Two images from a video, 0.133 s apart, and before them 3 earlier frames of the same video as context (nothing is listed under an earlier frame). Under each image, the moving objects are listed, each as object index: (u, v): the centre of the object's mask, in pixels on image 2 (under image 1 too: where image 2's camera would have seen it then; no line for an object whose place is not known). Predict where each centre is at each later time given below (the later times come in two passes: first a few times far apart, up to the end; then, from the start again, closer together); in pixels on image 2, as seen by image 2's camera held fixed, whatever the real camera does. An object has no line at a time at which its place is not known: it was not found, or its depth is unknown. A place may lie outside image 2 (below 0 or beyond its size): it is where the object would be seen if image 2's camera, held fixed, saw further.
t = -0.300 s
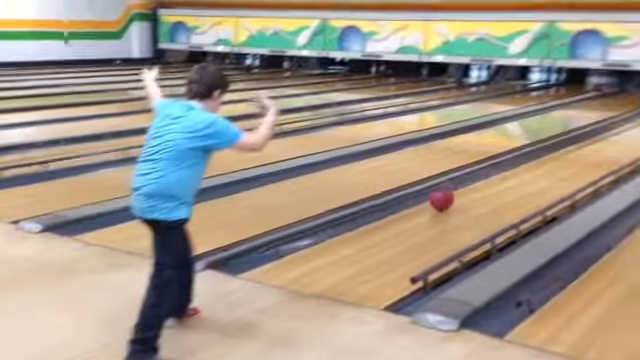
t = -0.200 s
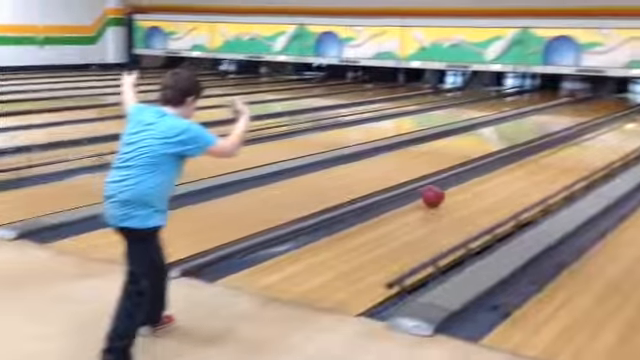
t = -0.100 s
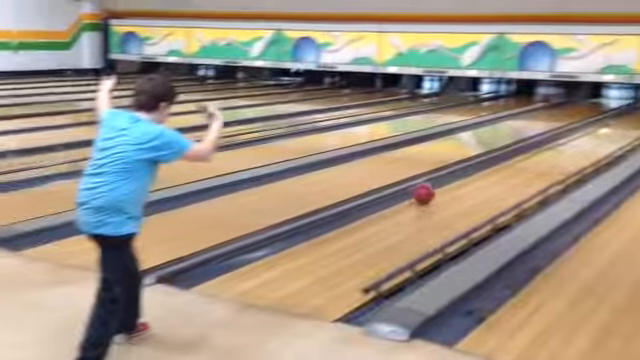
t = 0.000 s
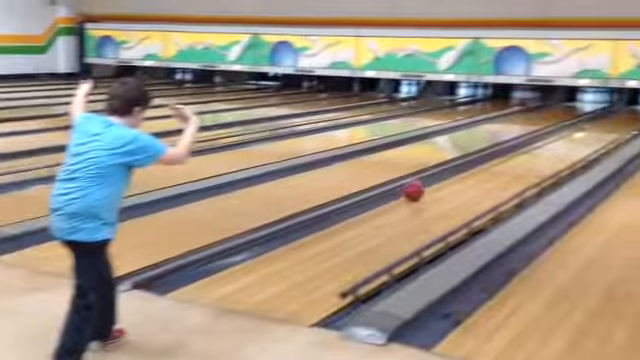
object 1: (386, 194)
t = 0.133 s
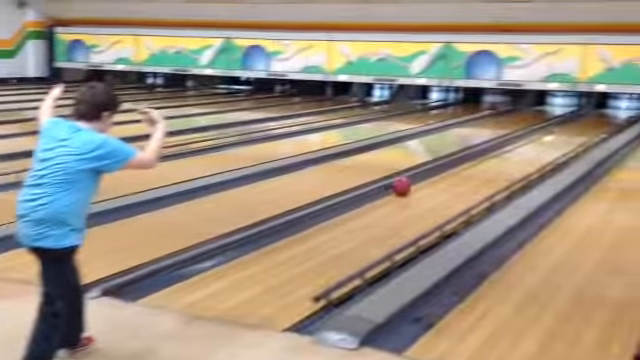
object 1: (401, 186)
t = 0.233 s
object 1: (414, 181)
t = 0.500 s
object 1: (444, 169)
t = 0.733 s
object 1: (466, 162)
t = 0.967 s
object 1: (486, 155)
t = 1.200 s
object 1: (503, 148)
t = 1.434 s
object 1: (518, 143)
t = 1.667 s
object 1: (531, 138)
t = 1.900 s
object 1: (542, 134)
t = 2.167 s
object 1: (555, 130)
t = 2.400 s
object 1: (565, 125)
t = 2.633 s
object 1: (573, 123)
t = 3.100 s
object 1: (594, 116)
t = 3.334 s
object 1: (594, 115)
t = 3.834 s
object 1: (603, 113)
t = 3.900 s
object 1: (606, 112)
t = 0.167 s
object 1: (405, 184)
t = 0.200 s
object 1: (409, 182)
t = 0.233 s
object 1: (414, 181)
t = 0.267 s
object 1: (418, 179)
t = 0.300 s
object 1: (423, 177)
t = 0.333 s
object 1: (426, 175)
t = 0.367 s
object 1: (430, 174)
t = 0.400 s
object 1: (434, 173)
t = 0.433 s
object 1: (437, 171)
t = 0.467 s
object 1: (440, 171)
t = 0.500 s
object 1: (444, 169)
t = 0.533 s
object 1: (448, 168)
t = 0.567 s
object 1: (451, 167)
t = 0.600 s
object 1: (454, 166)
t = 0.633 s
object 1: (458, 165)
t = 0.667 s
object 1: (460, 163)
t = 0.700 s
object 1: (463, 163)
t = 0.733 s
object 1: (466, 162)
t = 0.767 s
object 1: (470, 161)
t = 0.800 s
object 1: (472, 160)
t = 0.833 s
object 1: (475, 158)
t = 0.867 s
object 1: (477, 158)
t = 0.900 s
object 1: (479, 157)
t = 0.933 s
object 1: (480, 157)
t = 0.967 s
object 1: (486, 155)
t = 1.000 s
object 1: (487, 154)
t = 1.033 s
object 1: (490, 153)
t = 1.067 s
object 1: (495, 152)
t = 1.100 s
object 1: (496, 152)
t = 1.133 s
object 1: (498, 150)
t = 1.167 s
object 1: (501, 149)
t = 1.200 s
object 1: (503, 148)
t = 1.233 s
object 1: (504, 148)
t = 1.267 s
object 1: (508, 147)
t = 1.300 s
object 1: (510, 146)
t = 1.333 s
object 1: (512, 145)
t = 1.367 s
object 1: (514, 144)
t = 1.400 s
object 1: (516, 143)
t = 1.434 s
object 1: (518, 143)
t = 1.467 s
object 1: (520, 142)
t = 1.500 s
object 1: (521, 142)
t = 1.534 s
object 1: (523, 141)
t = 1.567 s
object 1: (526, 141)
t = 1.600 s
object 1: (527, 141)
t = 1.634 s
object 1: (530, 139)
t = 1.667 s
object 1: (531, 138)
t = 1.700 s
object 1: (532, 137)
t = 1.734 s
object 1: (533, 136)
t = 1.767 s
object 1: (535, 136)
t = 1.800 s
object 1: (537, 135)
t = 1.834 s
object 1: (539, 134)
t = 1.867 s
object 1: (541, 134)
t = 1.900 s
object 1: (542, 134)
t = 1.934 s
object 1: (544, 133)
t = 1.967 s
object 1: (544, 133)
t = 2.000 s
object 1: (546, 133)
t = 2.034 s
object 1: (547, 133)
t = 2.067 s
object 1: (552, 131)
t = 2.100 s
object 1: (552, 130)
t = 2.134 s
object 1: (553, 131)
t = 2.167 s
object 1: (555, 130)
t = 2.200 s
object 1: (556, 129)
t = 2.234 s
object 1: (557, 129)
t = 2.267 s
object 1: (559, 128)
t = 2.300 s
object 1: (561, 128)
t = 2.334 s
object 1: (561, 128)
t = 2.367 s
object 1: (564, 127)
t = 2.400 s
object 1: (565, 125)
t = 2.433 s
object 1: (565, 125)
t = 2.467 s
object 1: (565, 125)
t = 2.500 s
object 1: (565, 125)
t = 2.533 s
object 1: (566, 126)
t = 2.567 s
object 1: (570, 124)
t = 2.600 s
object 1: (571, 124)
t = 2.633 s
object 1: (573, 123)
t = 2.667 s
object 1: (575, 123)
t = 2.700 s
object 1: (575, 122)
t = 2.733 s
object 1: (578, 121)
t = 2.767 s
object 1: (579, 121)
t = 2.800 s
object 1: (579, 120)
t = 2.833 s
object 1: (581, 121)
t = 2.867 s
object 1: (583, 120)
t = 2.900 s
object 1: (585, 119)
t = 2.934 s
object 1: (585, 119)
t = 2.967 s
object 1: (585, 119)
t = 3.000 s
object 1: (585, 119)
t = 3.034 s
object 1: (585, 119)
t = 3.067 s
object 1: (593, 115)
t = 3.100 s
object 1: (594, 116)
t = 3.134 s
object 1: (594, 115)
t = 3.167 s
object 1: (594, 116)
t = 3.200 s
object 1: (593, 116)
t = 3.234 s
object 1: (594, 116)
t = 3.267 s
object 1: (594, 115)
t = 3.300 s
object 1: (593, 116)
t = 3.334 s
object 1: (594, 115)
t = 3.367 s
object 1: (595, 115)
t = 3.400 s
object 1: (596, 115)
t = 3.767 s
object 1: (602, 114)
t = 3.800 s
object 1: (602, 114)
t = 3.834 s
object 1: (603, 113)
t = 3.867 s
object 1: (604, 113)
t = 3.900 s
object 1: (606, 112)
